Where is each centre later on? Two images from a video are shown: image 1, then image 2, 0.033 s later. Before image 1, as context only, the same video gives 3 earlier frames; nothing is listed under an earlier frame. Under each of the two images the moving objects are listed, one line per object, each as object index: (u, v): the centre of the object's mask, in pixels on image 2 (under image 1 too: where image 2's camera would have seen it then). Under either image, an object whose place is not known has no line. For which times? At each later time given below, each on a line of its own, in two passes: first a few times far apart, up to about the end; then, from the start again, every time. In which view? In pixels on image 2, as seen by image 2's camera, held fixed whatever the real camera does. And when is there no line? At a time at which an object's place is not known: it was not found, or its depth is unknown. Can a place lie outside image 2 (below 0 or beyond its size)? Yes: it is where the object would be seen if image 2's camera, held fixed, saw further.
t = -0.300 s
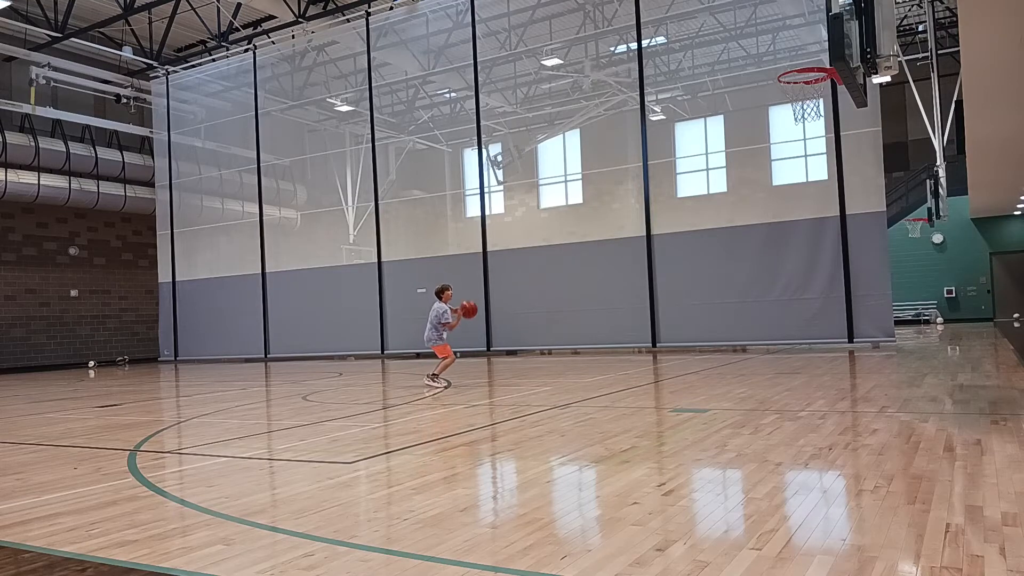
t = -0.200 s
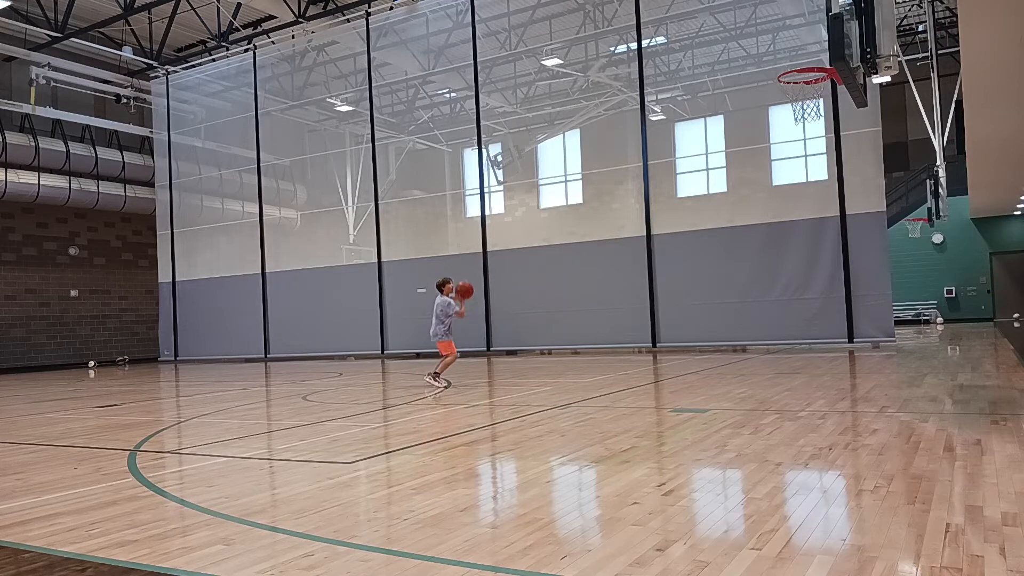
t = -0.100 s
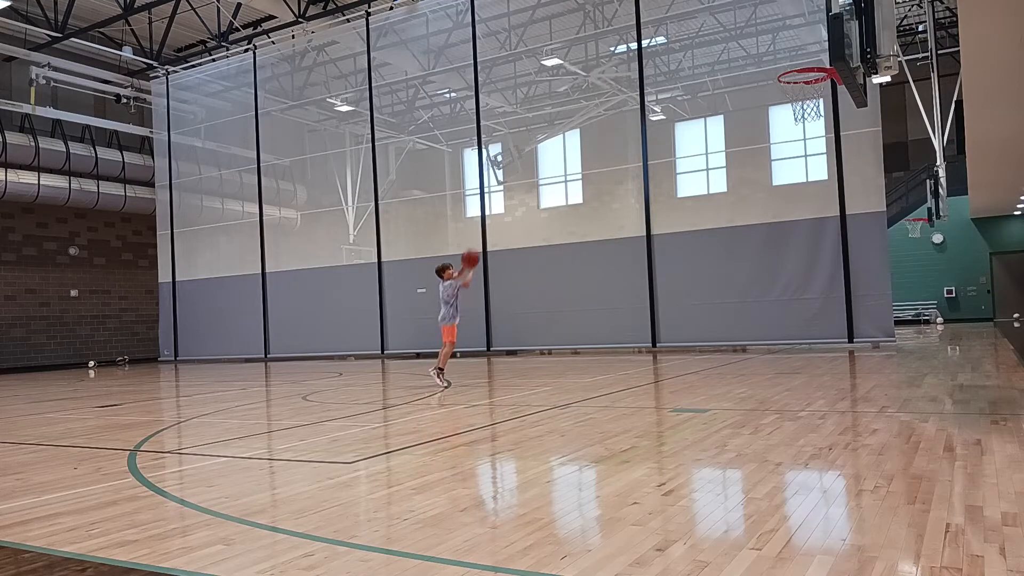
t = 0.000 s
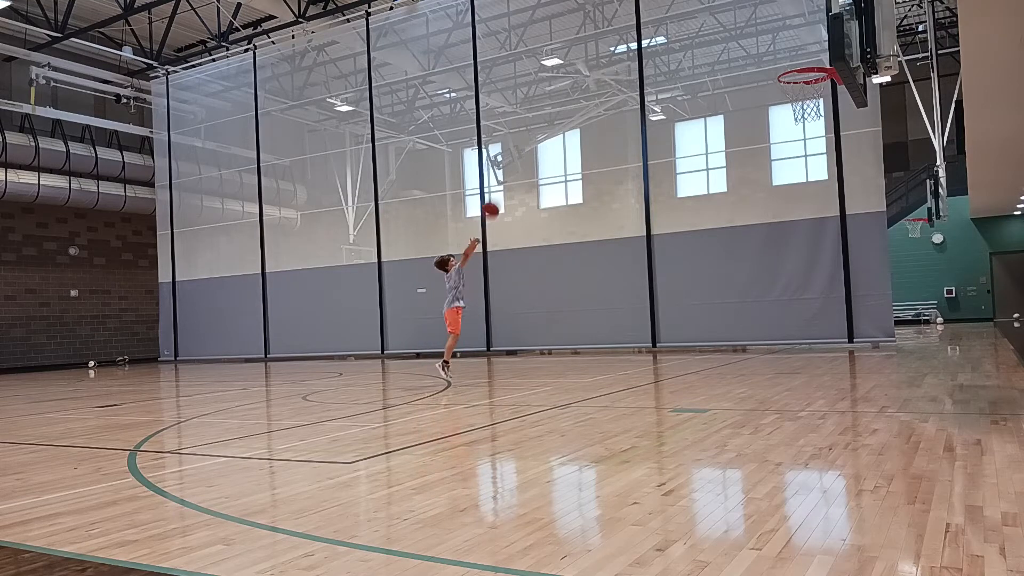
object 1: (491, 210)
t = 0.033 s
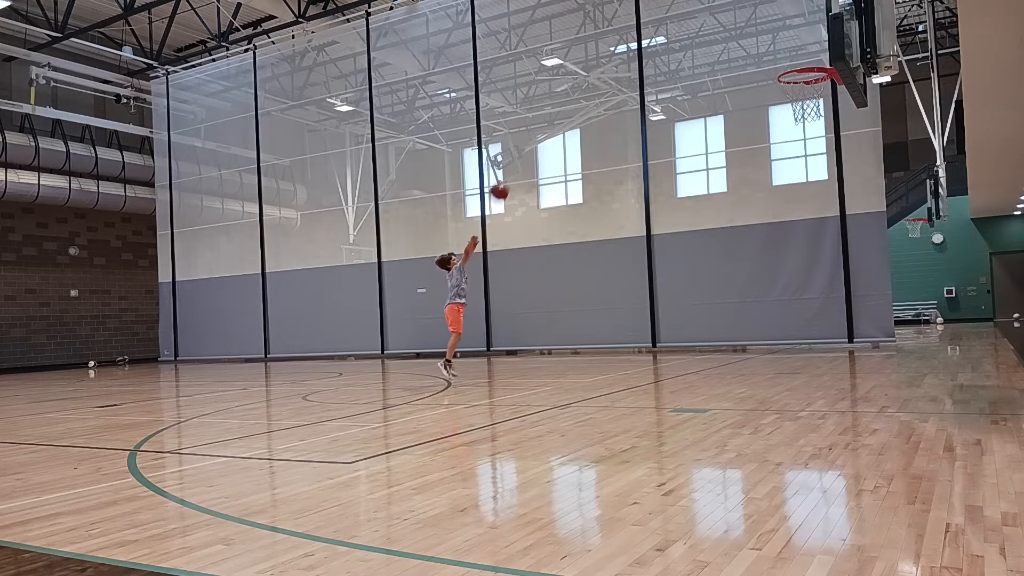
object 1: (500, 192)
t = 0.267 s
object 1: (558, 94)
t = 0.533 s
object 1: (636, 27)
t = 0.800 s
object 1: (725, 19)
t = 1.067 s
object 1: (807, 72)
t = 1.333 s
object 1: (809, 44)
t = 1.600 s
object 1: (811, 46)
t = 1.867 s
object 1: (819, 128)
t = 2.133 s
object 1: (830, 310)
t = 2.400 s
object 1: (834, 277)
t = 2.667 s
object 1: (835, 168)
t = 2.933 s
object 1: (841, 146)
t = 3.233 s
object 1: (853, 230)
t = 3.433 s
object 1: (866, 356)
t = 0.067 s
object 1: (508, 176)
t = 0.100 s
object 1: (515, 161)
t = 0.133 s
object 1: (524, 147)
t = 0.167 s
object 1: (532, 132)
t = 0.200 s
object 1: (541, 119)
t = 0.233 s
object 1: (549, 106)
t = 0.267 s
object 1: (558, 94)
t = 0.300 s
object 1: (568, 82)
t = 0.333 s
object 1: (577, 72)
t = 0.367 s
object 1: (586, 63)
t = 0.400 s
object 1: (596, 54)
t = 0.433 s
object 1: (605, 46)
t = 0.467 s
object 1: (615, 38)
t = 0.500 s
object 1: (625, 33)
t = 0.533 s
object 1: (636, 27)
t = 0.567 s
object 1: (646, 23)
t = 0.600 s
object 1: (657, 19)
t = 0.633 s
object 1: (668, 17)
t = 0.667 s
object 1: (679, 15)
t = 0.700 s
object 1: (690, 14)
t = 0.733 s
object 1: (701, 15)
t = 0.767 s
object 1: (713, 17)
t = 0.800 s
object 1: (725, 19)
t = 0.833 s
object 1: (738, 23)
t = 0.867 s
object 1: (750, 28)
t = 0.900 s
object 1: (763, 34)
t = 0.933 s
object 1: (776, 41)
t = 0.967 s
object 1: (789, 49)
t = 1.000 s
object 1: (803, 58)
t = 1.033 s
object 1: (816, 70)
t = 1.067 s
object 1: (807, 72)
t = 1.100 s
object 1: (792, 74)
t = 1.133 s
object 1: (798, 72)
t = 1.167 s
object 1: (806, 72)
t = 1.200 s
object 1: (810, 71)
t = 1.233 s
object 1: (809, 59)
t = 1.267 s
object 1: (809, 55)
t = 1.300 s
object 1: (809, 49)
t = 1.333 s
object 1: (809, 44)
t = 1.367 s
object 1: (809, 41)
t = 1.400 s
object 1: (809, 38)
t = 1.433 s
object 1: (809, 36)
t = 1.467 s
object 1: (809, 36)
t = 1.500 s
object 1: (810, 36)
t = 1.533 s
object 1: (810, 38)
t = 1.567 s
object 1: (810, 42)
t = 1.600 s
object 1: (811, 46)
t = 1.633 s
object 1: (811, 51)
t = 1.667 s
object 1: (812, 58)
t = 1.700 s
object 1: (813, 66)
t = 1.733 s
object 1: (814, 76)
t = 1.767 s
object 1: (815, 87)
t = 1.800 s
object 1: (816, 98)
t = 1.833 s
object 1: (817, 113)
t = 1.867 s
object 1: (819, 128)
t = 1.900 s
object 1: (820, 145)
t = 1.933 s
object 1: (821, 163)
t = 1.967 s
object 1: (822, 185)
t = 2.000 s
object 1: (823, 205)
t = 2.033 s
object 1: (825, 229)
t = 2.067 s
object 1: (826, 254)
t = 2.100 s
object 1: (828, 281)
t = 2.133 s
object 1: (830, 310)
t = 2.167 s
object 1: (833, 340)
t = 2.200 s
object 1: (835, 373)
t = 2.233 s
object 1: (837, 387)
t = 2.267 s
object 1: (836, 362)
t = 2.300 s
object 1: (835, 338)
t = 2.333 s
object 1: (835, 317)
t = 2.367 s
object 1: (834, 296)
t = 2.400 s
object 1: (834, 277)
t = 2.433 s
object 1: (834, 258)
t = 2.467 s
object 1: (834, 241)
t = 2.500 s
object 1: (834, 226)
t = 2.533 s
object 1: (834, 212)
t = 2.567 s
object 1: (834, 199)
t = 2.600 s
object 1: (834, 187)
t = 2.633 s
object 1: (835, 177)
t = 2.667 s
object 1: (835, 168)
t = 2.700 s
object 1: (836, 160)
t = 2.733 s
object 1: (836, 154)
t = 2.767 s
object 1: (837, 149)
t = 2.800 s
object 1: (837, 146)
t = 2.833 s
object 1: (838, 144)
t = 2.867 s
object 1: (839, 143)
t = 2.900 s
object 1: (840, 143)
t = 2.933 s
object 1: (841, 146)
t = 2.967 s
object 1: (842, 149)
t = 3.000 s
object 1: (843, 154)
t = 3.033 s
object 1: (844, 160)
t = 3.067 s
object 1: (845, 168)
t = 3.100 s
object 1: (847, 177)
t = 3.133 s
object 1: (849, 188)
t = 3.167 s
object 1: (850, 201)
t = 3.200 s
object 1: (852, 215)
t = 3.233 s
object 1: (853, 230)
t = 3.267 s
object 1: (855, 247)
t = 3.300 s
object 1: (857, 265)
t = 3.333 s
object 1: (860, 286)
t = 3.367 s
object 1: (862, 307)
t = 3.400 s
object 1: (864, 329)
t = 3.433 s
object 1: (866, 356)
